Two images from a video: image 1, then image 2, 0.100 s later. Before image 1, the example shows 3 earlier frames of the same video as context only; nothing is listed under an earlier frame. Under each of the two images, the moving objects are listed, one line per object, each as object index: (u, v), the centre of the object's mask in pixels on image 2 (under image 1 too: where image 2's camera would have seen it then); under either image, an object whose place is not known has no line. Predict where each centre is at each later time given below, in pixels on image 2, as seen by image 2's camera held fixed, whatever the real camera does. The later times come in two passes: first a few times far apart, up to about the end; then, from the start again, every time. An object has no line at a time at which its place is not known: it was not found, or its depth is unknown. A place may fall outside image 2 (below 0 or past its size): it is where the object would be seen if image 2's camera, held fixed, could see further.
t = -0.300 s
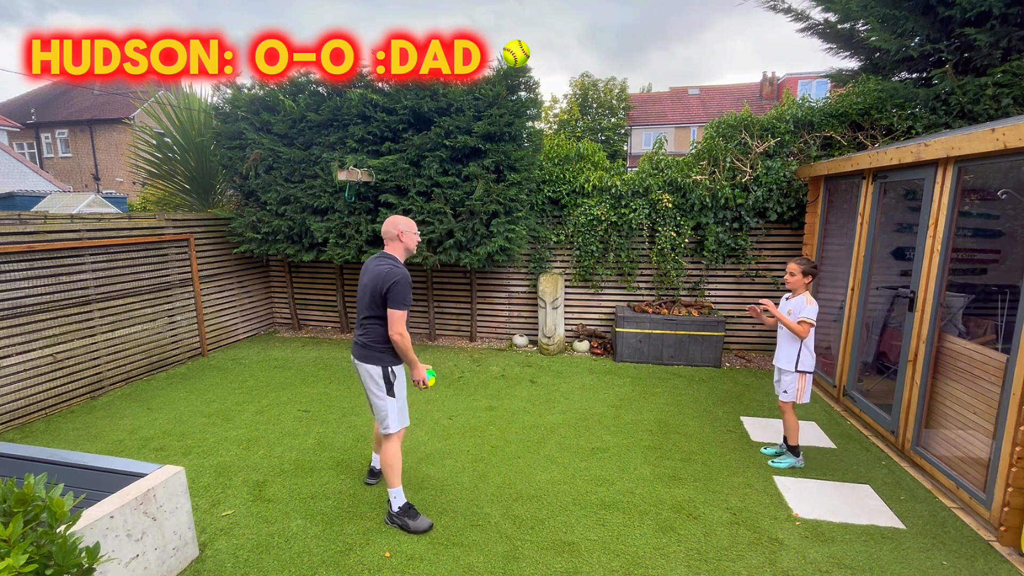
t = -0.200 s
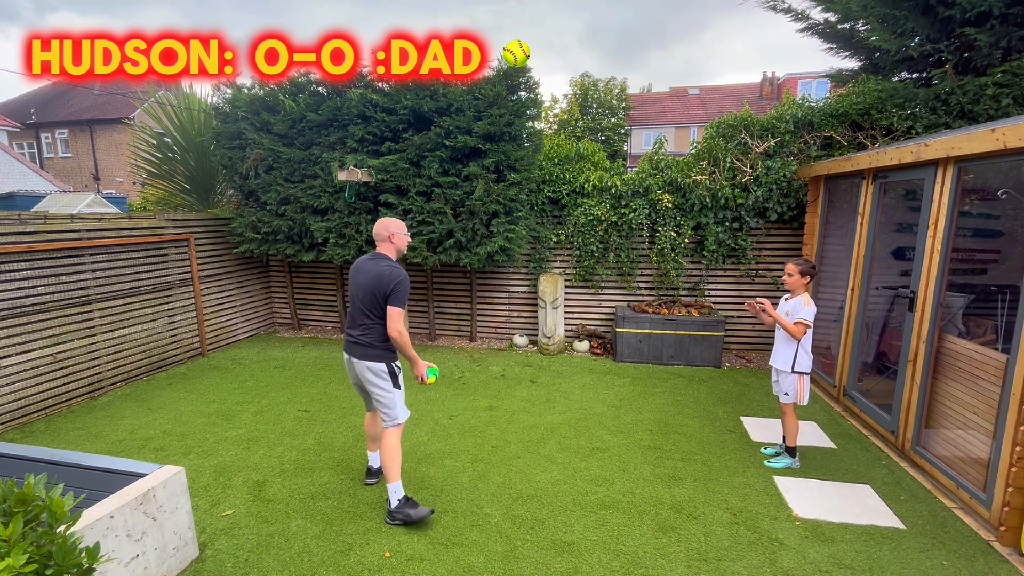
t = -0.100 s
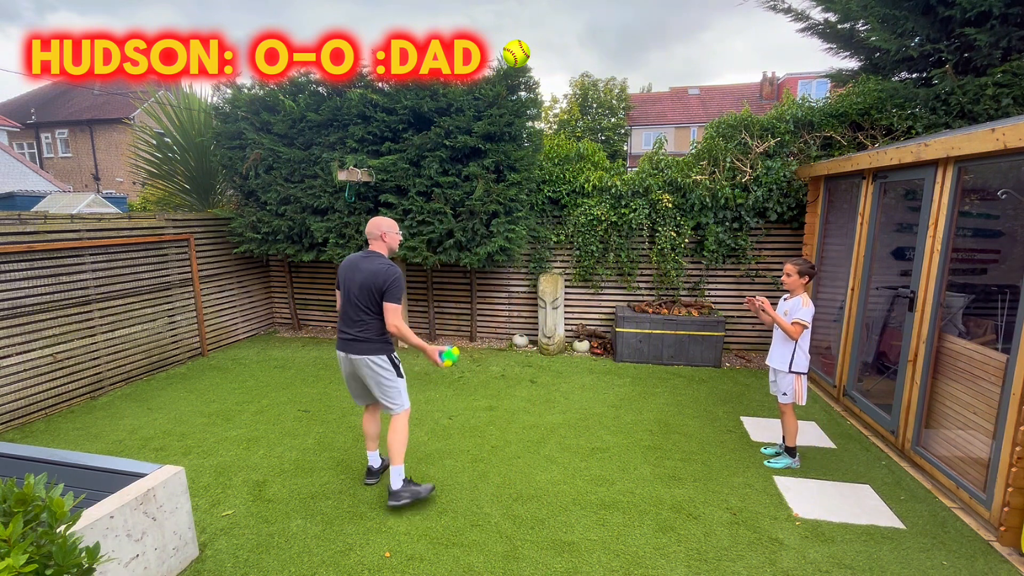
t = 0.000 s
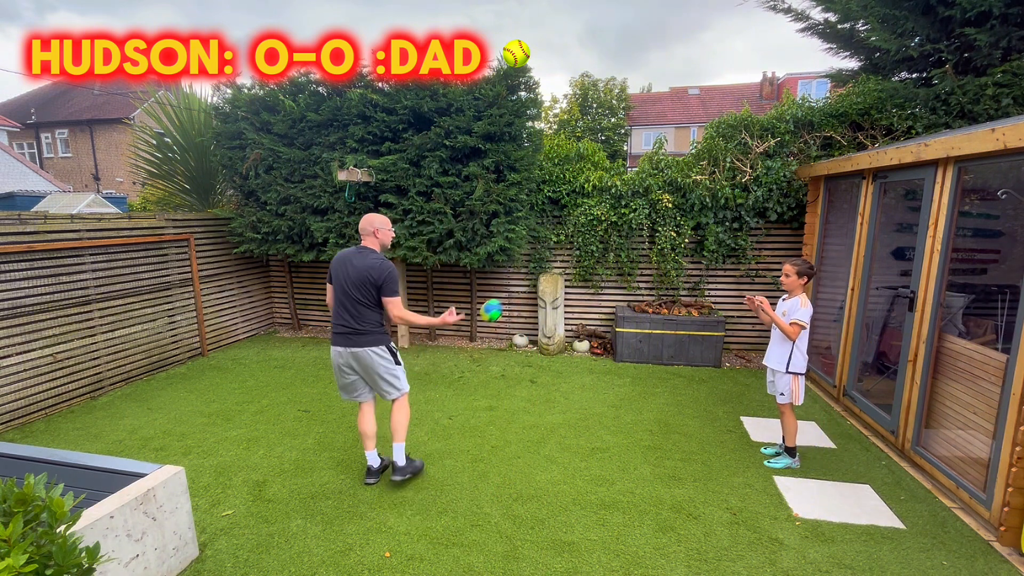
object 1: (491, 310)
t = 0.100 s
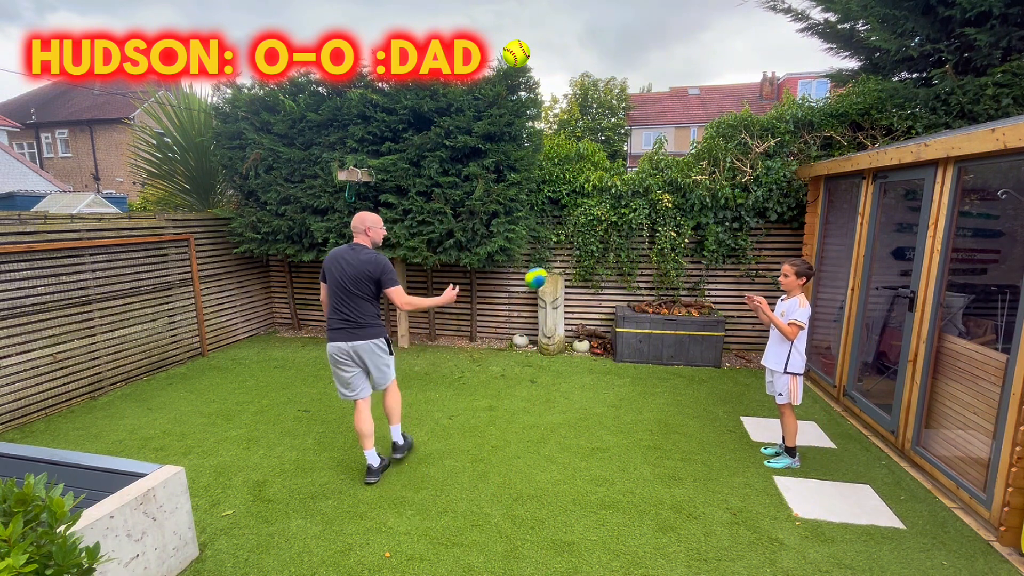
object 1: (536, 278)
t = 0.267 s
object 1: (604, 255)
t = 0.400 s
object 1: (657, 266)
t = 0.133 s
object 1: (550, 270)
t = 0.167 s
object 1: (564, 265)
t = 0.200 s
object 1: (578, 260)
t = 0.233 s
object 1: (591, 257)
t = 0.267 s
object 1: (604, 255)
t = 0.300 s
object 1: (618, 255)
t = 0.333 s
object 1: (631, 257)
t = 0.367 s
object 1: (645, 261)
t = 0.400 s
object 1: (657, 266)
